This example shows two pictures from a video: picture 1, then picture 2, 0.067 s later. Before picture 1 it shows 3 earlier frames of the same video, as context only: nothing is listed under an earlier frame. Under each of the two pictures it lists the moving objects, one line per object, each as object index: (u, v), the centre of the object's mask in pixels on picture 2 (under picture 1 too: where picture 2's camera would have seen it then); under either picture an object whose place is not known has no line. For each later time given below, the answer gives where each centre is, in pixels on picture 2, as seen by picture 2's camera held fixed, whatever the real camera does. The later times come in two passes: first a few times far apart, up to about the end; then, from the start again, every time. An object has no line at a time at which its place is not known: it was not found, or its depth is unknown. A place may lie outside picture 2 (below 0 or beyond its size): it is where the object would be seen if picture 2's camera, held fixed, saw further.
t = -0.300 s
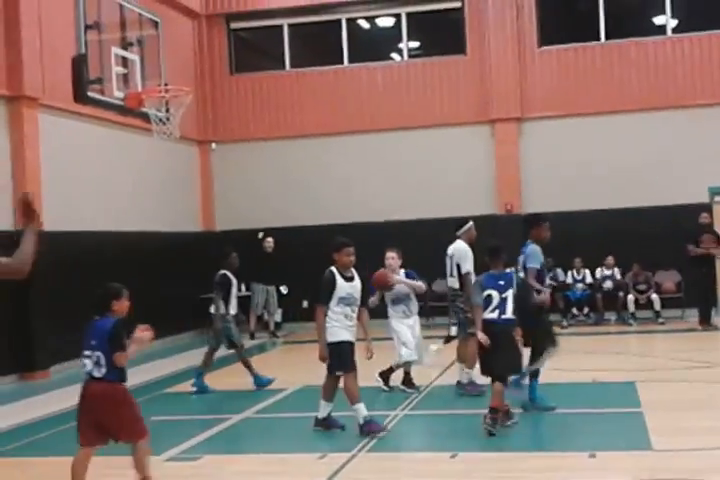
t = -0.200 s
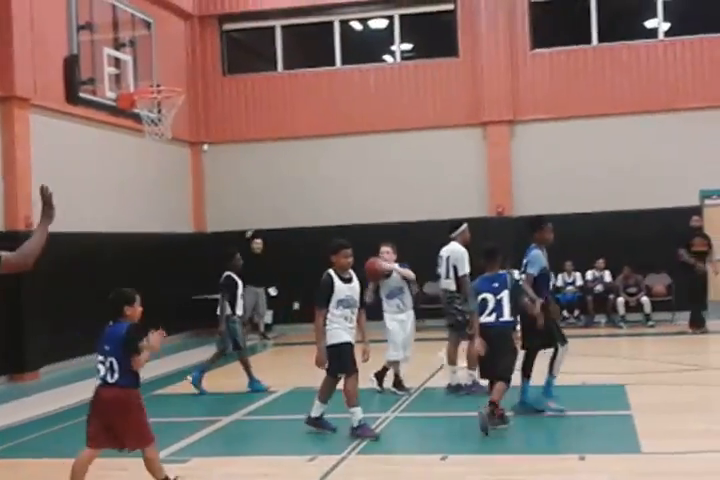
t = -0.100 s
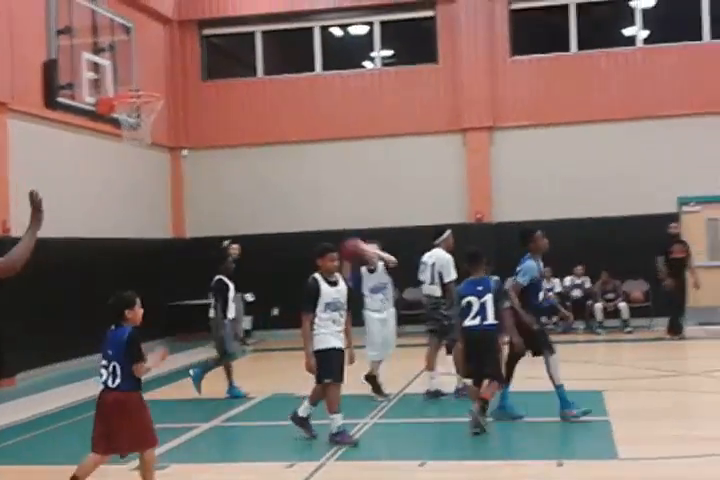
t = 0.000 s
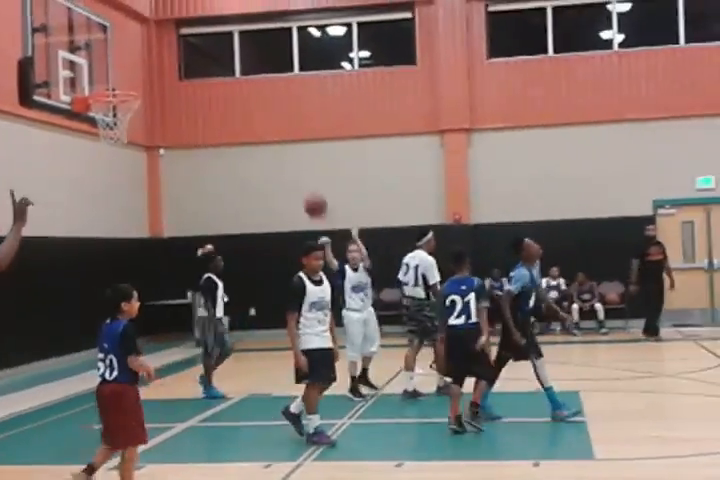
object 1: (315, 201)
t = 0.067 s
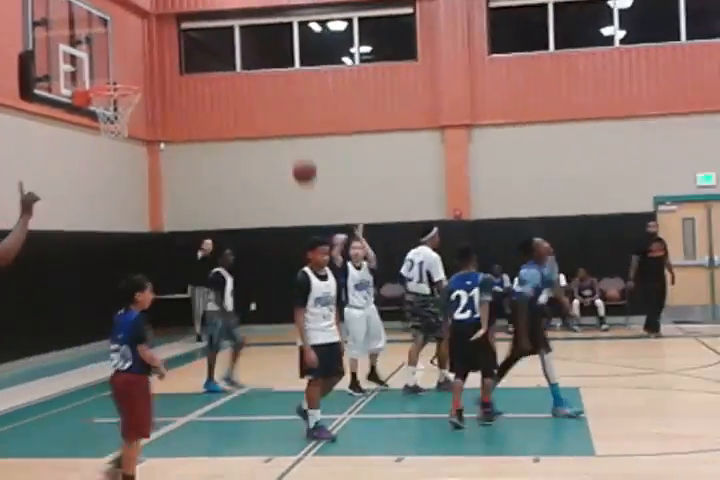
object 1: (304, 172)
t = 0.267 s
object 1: (265, 105)
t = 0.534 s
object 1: (203, 65)
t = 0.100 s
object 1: (298, 157)
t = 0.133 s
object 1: (292, 147)
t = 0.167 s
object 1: (285, 135)
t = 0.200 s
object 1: (279, 124)
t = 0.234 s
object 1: (272, 114)
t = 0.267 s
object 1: (265, 105)
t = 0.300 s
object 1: (258, 95)
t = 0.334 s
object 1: (250, 87)
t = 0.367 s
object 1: (243, 80)
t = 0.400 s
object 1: (235, 74)
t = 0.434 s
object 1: (227, 70)
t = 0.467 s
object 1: (219, 67)
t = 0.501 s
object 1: (211, 65)
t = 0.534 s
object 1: (203, 65)
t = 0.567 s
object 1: (194, 67)
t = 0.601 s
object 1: (186, 69)
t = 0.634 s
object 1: (177, 74)
